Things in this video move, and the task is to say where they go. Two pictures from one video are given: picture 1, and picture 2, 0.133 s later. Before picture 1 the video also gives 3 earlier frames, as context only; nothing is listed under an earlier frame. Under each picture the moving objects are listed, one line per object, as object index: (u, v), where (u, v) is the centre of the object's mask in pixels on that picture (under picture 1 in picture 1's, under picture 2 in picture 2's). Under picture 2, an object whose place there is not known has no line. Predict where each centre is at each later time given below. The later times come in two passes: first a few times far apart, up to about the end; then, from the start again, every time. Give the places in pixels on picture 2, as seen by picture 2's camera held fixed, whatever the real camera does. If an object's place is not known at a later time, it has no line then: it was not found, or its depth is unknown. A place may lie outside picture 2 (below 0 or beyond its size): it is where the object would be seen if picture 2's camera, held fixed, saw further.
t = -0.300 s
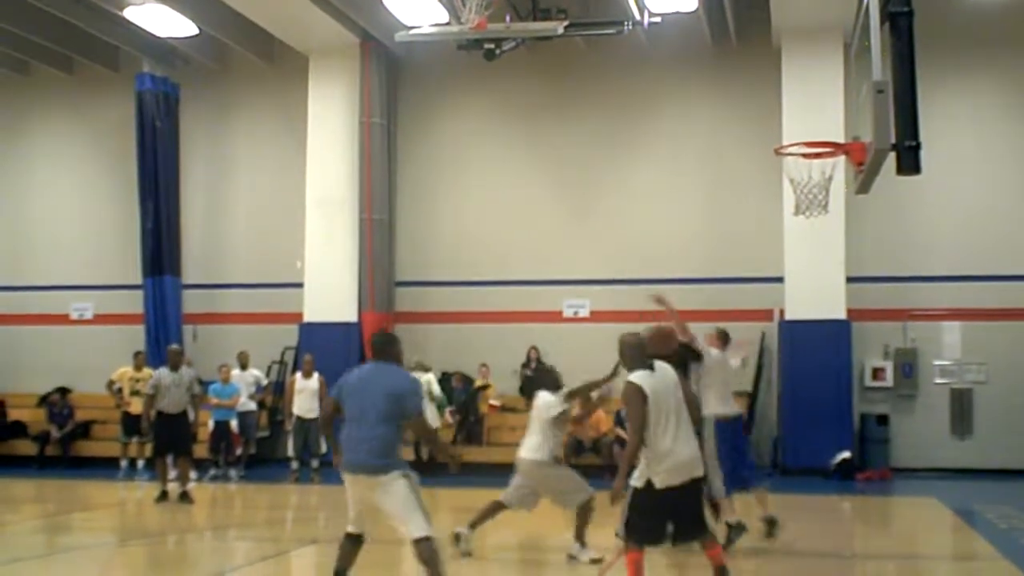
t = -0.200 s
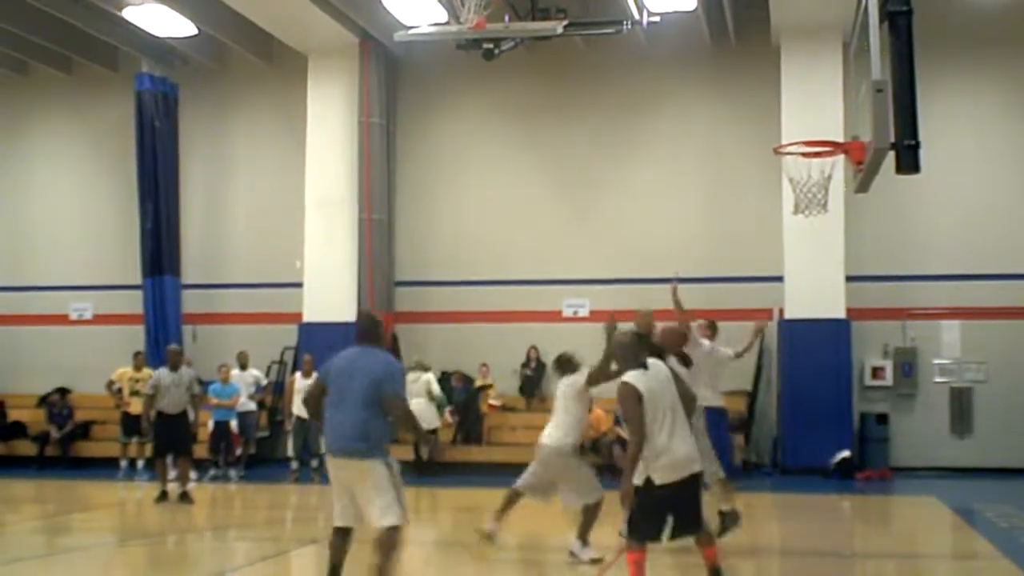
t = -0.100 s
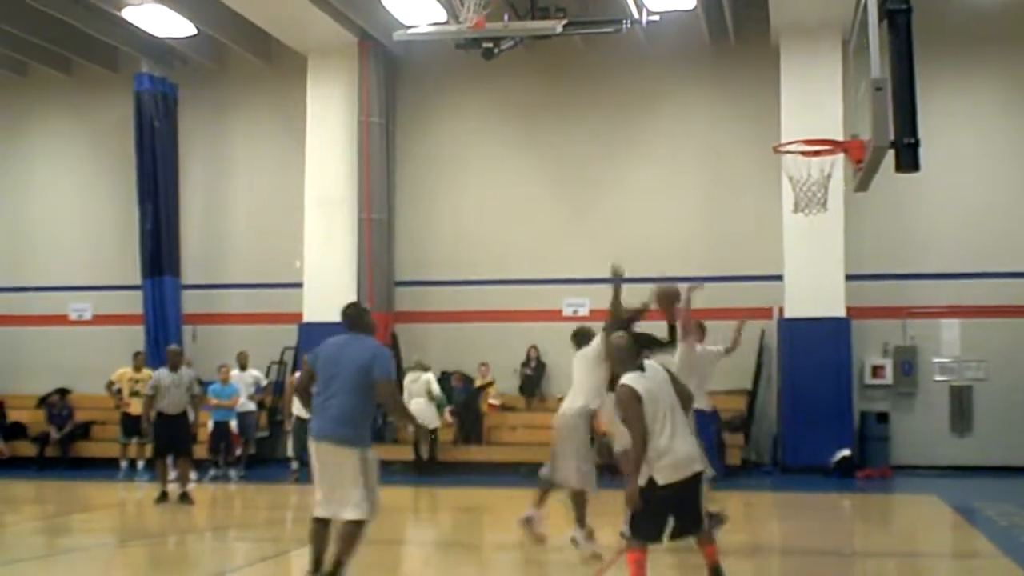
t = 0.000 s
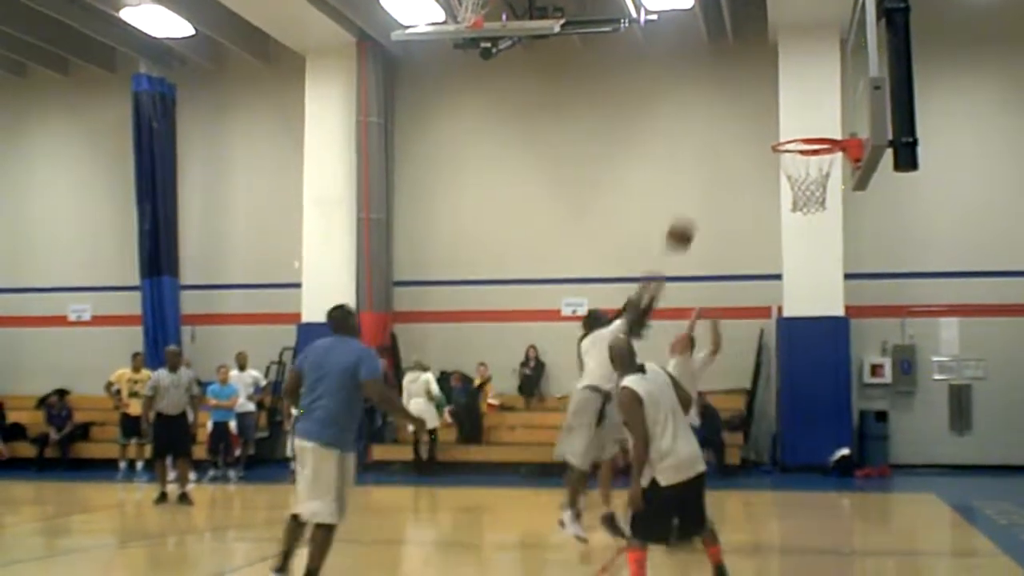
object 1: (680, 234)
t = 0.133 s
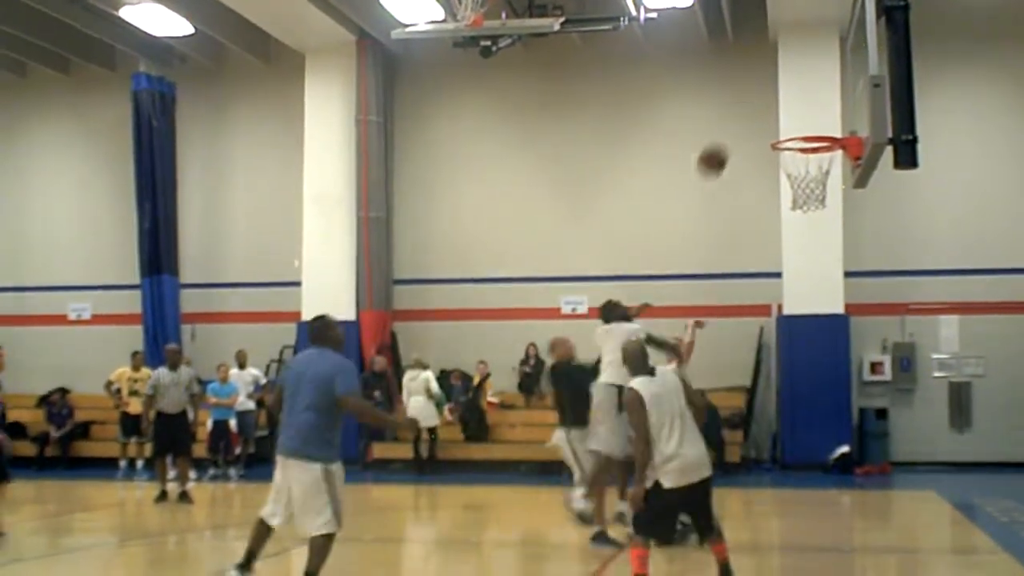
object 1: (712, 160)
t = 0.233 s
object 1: (739, 116)
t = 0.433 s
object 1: (793, 60)
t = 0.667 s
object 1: (820, 62)
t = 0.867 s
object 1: (773, 130)
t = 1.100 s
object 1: (716, 118)
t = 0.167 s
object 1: (721, 144)
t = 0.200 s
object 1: (730, 129)
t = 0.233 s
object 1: (739, 116)
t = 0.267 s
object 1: (748, 104)
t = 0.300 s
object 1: (756, 92)
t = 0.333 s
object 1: (764, 83)
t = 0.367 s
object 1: (774, 74)
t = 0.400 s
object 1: (783, 66)
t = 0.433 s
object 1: (793, 60)
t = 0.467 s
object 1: (802, 55)
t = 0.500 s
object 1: (812, 51)
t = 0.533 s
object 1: (822, 49)
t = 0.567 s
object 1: (831, 48)
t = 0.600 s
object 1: (833, 50)
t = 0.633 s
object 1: (827, 55)
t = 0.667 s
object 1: (820, 62)
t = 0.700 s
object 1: (813, 70)
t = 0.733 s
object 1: (807, 79)
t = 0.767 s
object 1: (800, 90)
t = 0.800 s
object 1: (791, 104)
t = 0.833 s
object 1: (783, 120)
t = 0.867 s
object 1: (773, 130)
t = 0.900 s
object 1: (765, 127)
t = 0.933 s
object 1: (757, 122)
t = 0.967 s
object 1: (750, 118)
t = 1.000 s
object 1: (740, 116)
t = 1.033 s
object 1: (733, 115)
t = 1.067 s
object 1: (724, 116)
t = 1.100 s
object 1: (716, 118)
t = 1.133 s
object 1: (708, 122)
